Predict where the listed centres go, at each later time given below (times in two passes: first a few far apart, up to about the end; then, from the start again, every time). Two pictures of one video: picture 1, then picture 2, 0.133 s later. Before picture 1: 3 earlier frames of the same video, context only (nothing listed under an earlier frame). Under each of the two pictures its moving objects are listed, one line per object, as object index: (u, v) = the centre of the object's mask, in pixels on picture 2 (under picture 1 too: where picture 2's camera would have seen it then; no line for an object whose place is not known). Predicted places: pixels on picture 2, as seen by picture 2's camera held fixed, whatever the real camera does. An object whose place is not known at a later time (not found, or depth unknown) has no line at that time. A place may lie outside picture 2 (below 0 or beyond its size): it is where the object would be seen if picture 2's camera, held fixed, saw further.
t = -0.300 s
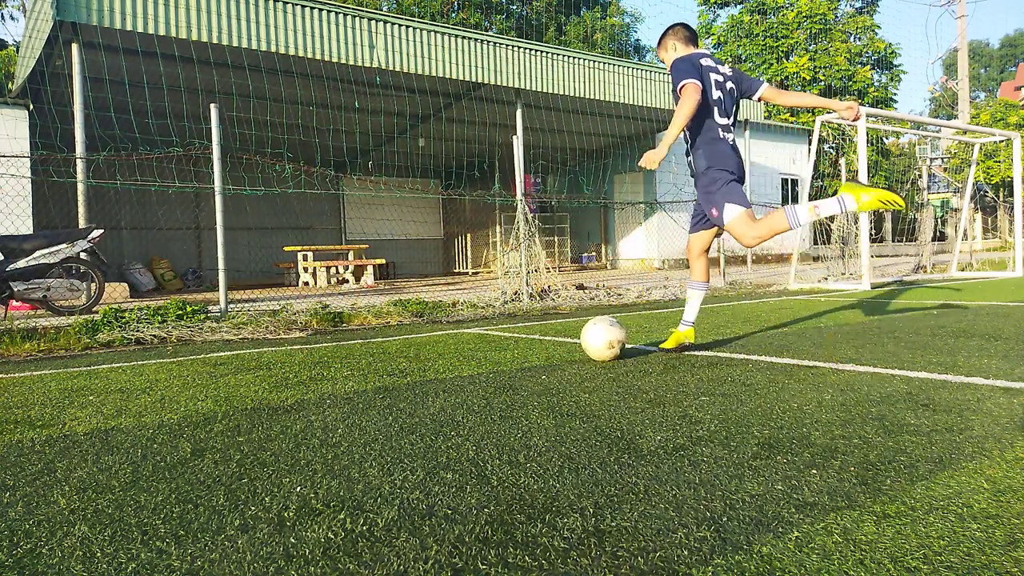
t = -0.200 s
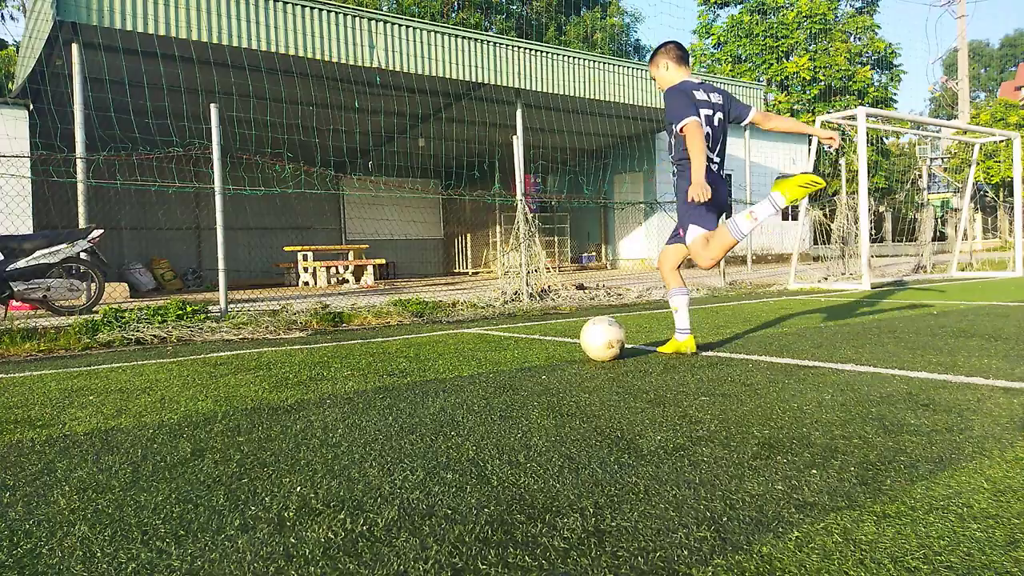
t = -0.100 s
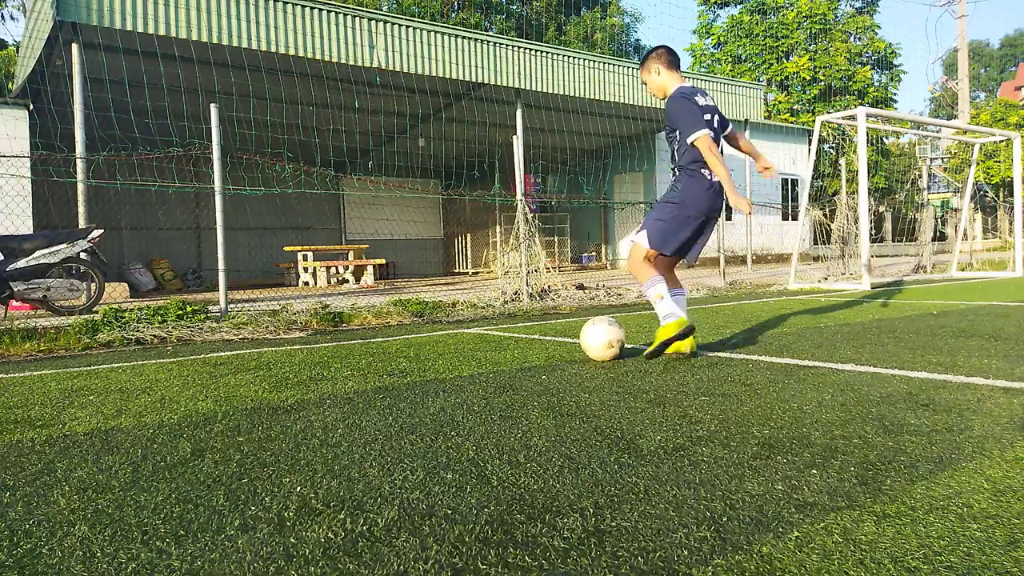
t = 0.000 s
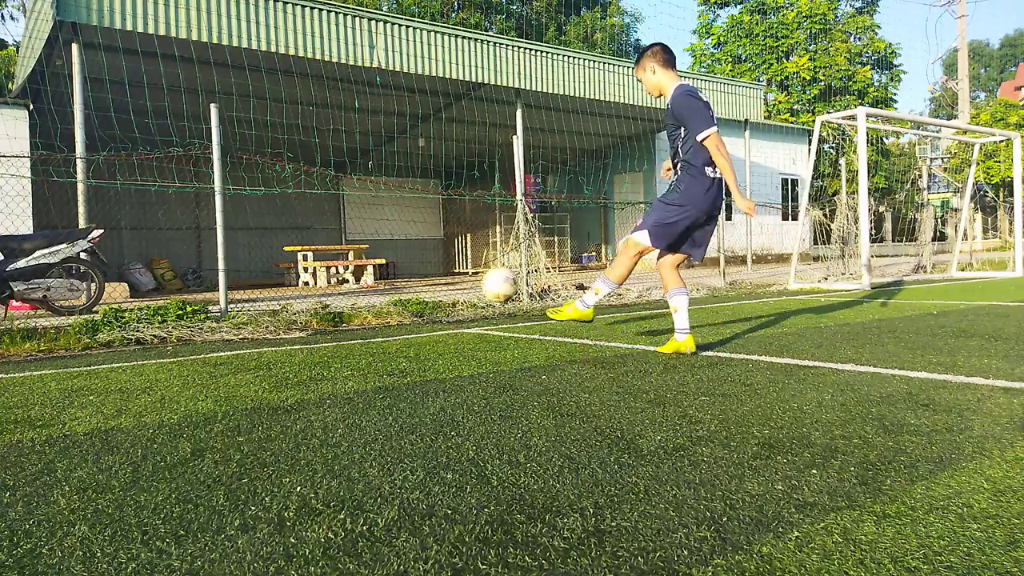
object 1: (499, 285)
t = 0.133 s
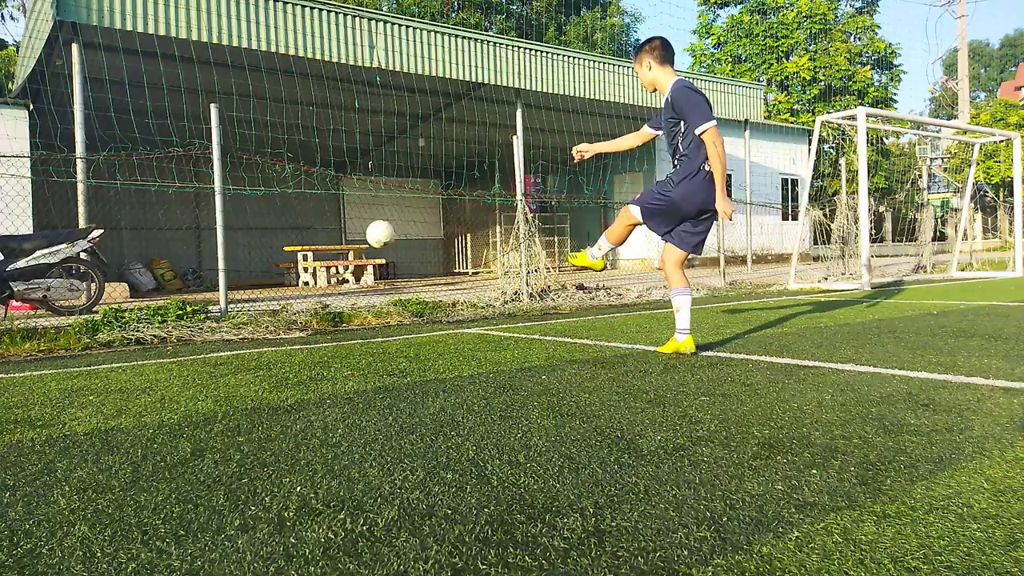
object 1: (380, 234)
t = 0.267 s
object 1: (319, 224)
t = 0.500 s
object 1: (340, 278)
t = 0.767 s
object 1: (351, 290)
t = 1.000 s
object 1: (350, 314)
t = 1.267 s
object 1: (361, 319)
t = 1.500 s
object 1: (371, 324)
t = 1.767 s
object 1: (387, 327)
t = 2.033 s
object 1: (406, 330)
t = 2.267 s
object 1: (424, 334)
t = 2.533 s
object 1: (448, 337)
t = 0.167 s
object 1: (358, 228)
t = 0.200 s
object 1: (340, 224)
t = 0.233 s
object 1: (324, 222)
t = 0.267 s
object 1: (319, 224)
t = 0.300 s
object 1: (320, 229)
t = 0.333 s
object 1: (322, 235)
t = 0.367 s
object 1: (325, 242)
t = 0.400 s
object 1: (328, 250)
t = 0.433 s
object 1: (332, 259)
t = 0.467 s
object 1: (337, 268)
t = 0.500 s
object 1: (340, 278)
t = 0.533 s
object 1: (345, 289)
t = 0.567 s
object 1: (349, 301)
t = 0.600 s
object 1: (351, 306)
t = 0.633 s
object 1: (352, 302)
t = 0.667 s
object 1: (351, 298)
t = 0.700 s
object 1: (351, 294)
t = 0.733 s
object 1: (351, 291)
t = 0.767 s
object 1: (351, 290)
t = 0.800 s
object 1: (351, 289)
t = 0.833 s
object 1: (351, 290)
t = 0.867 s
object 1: (350, 292)
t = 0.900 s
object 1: (350, 296)
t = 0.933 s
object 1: (350, 299)
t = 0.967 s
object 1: (350, 306)
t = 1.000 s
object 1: (350, 314)
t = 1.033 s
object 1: (351, 316)
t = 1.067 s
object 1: (352, 314)
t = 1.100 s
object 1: (354, 312)
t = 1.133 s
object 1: (355, 312)
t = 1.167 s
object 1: (357, 314)
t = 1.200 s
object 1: (358, 316)
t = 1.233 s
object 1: (360, 320)
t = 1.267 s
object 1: (361, 319)
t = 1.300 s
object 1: (362, 318)
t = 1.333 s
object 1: (363, 319)
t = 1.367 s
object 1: (365, 321)
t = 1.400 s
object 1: (367, 323)
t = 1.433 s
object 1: (369, 322)
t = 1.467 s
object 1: (370, 322)
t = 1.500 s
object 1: (371, 324)
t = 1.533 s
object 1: (374, 323)
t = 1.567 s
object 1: (375, 324)
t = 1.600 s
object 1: (378, 325)
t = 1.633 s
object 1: (379, 325)
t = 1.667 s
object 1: (381, 326)
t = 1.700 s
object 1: (383, 326)
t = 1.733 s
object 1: (385, 327)
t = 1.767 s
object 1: (387, 327)
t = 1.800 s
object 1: (389, 328)
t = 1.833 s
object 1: (392, 328)
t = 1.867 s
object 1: (394, 328)
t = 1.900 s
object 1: (396, 329)
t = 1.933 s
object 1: (398, 329)
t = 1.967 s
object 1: (401, 330)
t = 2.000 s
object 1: (404, 330)
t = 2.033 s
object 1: (406, 330)
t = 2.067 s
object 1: (408, 331)
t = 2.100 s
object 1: (410, 331)
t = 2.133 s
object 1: (414, 332)
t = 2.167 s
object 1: (417, 332)
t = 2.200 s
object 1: (419, 333)
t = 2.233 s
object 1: (422, 333)
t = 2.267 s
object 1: (424, 334)
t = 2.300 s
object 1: (427, 334)
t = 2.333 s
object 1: (429, 335)
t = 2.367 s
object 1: (432, 335)
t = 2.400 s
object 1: (435, 336)
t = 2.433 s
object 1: (438, 336)
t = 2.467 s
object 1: (441, 337)
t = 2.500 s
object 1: (444, 337)
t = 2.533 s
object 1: (448, 337)
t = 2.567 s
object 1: (450, 338)
